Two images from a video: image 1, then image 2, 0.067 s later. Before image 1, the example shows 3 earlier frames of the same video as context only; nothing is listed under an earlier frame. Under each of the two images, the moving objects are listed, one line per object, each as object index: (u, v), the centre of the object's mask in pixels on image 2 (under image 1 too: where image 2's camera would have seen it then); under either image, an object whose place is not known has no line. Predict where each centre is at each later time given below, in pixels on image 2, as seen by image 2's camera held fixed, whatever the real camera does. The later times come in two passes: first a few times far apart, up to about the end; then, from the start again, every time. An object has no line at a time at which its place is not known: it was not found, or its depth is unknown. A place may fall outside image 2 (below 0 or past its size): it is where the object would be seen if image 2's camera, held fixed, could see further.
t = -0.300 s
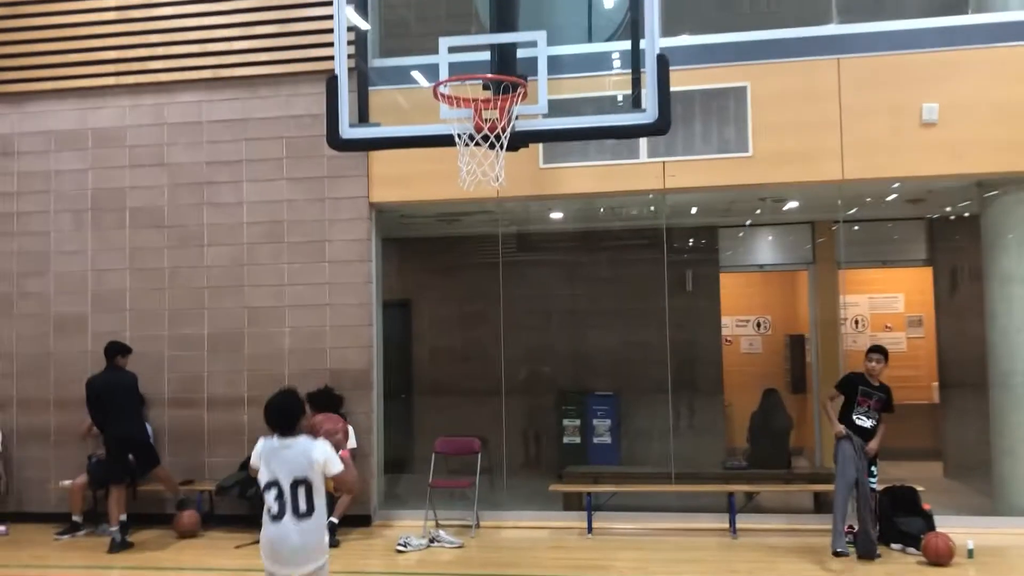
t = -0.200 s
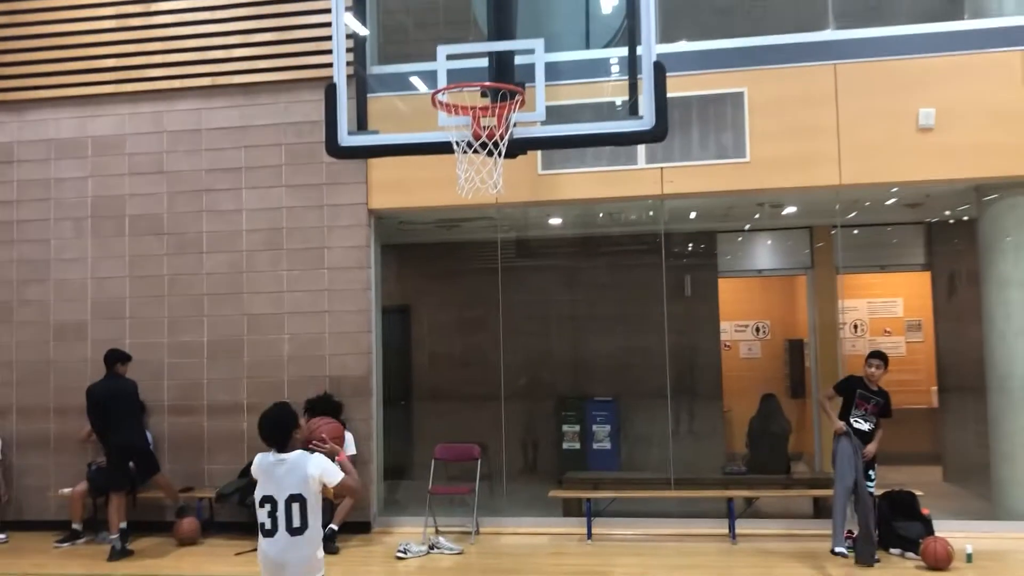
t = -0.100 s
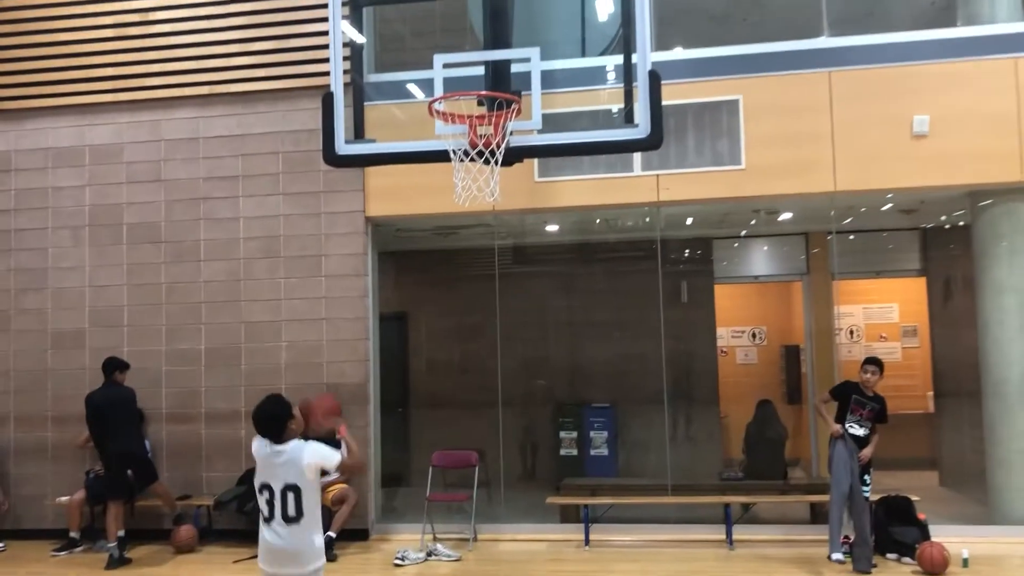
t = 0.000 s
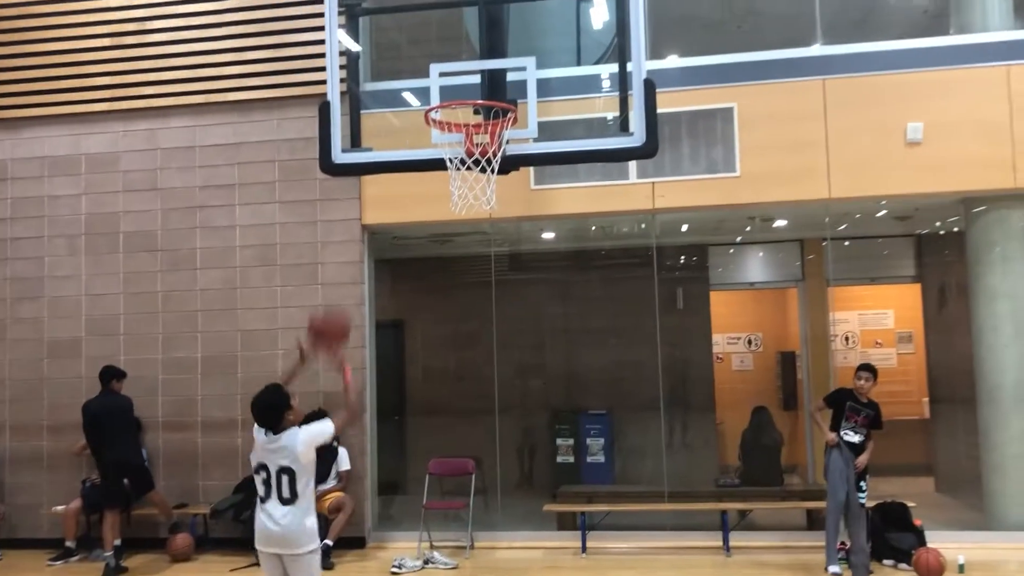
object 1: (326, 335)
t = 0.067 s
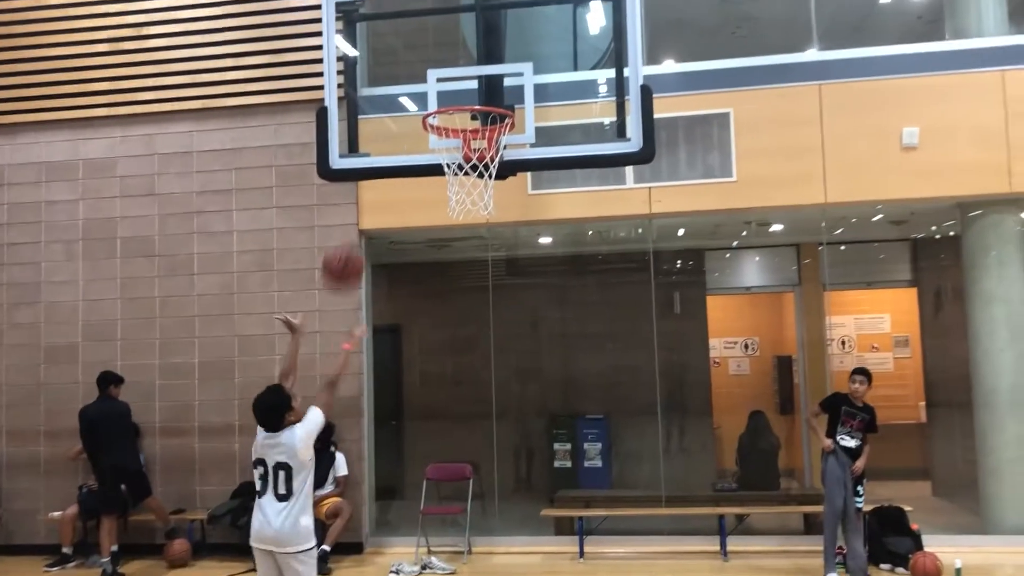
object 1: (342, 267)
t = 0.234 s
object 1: (384, 140)
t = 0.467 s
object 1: (433, 57)
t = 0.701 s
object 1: (465, 73)
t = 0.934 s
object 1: (493, 169)
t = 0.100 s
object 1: (350, 238)
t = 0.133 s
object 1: (359, 210)
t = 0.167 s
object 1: (367, 183)
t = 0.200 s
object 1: (376, 162)
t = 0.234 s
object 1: (384, 140)
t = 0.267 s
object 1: (391, 123)
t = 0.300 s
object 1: (399, 106)
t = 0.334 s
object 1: (406, 92)
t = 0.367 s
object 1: (414, 80)
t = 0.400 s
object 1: (421, 69)
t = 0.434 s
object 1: (429, 62)
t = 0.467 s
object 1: (433, 57)
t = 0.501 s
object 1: (436, 53)
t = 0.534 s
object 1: (441, 51)
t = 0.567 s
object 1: (445, 52)
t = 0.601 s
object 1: (449, 54)
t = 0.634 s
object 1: (454, 58)
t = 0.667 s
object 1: (459, 65)
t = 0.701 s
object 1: (465, 73)
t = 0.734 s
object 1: (470, 83)
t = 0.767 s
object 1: (474, 92)
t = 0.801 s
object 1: (479, 111)
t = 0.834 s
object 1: (486, 127)
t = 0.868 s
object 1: (489, 146)
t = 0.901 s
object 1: (492, 160)
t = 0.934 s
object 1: (493, 169)
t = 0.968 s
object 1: (495, 189)
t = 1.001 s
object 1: (496, 206)
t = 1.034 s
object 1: (498, 231)
